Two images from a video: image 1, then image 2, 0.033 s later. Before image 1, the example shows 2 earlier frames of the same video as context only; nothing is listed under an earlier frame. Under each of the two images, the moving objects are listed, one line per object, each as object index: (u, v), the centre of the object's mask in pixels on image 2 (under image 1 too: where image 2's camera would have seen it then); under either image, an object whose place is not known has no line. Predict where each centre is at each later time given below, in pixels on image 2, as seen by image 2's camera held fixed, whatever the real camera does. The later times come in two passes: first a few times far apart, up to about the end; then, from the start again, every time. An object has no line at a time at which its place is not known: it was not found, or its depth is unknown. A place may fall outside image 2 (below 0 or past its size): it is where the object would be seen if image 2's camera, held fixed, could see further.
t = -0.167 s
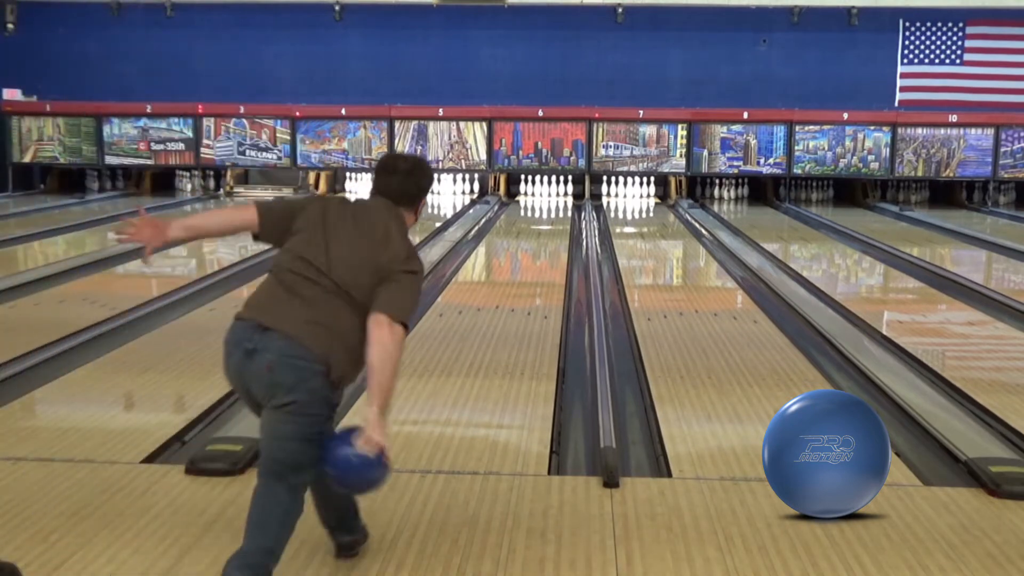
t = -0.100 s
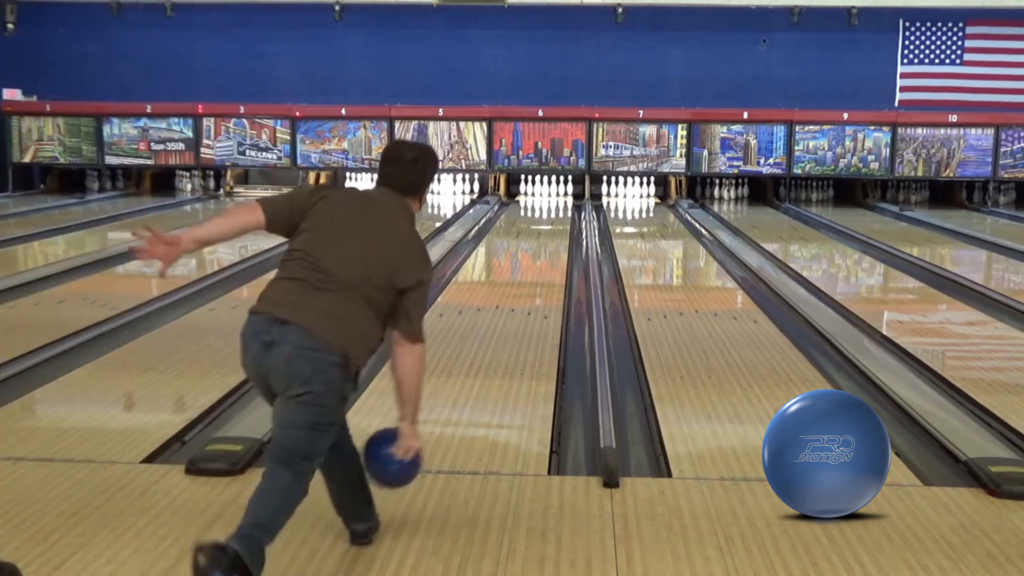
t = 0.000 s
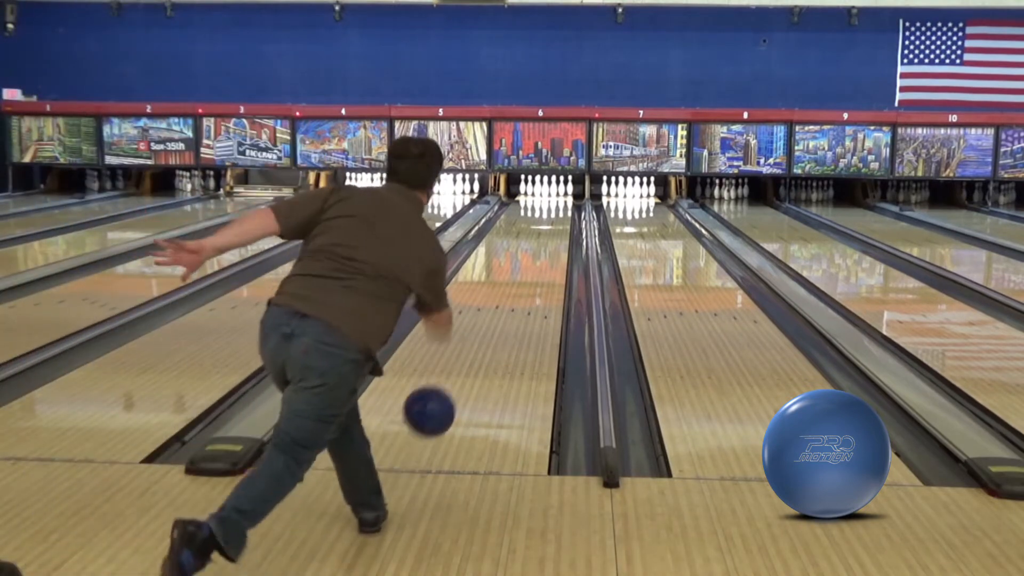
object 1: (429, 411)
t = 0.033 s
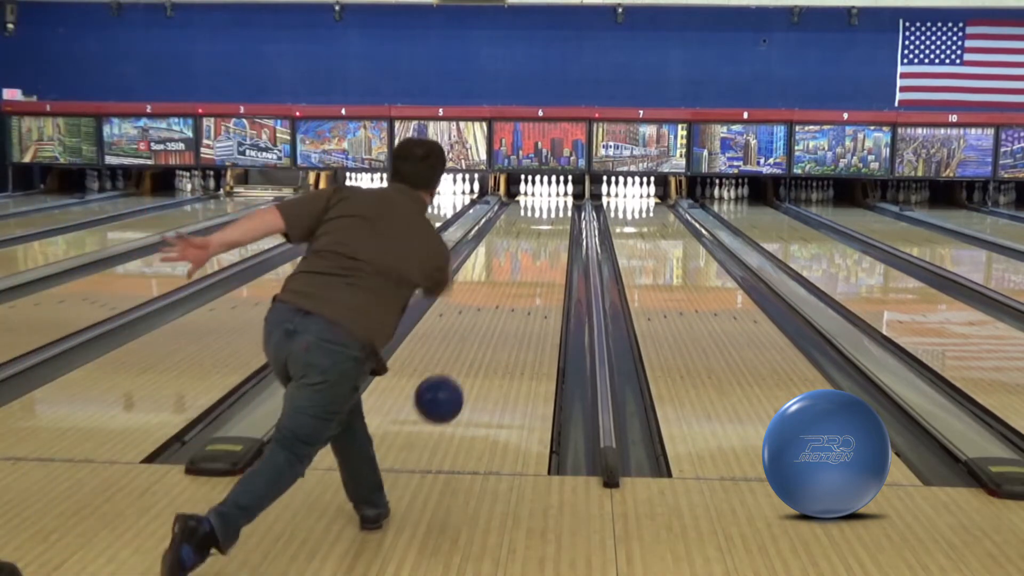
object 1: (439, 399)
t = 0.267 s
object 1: (486, 364)
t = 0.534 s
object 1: (518, 310)
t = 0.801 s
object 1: (536, 275)
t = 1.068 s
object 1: (549, 251)
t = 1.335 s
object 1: (556, 233)
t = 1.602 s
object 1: (561, 220)
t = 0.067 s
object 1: (447, 390)
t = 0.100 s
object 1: (455, 385)
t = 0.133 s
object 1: (462, 382)
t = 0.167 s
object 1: (469, 381)
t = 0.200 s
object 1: (475, 382)
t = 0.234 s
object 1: (481, 372)
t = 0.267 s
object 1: (486, 364)
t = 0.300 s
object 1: (491, 355)
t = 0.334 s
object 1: (495, 347)
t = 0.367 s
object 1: (499, 340)
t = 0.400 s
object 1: (503, 333)
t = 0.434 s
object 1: (507, 326)
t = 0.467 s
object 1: (511, 320)
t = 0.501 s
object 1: (514, 315)
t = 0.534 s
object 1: (518, 310)
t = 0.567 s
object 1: (520, 304)
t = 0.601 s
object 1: (523, 300)
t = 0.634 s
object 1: (525, 295)
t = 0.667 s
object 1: (528, 291)
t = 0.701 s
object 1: (530, 287)
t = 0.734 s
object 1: (532, 283)
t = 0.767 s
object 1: (534, 279)
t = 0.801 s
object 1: (536, 275)
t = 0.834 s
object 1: (538, 272)
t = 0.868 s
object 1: (540, 268)
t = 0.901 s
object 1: (542, 265)
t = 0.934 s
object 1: (543, 262)
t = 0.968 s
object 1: (545, 259)
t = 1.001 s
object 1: (546, 256)
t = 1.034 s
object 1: (548, 253)
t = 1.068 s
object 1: (549, 251)
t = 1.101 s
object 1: (550, 248)
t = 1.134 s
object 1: (551, 246)
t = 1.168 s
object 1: (552, 243)
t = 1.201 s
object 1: (553, 241)
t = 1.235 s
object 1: (554, 239)
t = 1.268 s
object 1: (555, 237)
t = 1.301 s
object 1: (556, 235)
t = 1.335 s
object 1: (556, 233)
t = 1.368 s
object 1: (557, 231)
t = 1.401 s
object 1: (558, 229)
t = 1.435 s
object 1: (558, 228)
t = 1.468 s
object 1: (559, 226)
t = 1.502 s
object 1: (559, 225)
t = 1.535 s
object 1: (560, 223)
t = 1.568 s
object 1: (560, 221)
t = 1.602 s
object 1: (561, 220)
